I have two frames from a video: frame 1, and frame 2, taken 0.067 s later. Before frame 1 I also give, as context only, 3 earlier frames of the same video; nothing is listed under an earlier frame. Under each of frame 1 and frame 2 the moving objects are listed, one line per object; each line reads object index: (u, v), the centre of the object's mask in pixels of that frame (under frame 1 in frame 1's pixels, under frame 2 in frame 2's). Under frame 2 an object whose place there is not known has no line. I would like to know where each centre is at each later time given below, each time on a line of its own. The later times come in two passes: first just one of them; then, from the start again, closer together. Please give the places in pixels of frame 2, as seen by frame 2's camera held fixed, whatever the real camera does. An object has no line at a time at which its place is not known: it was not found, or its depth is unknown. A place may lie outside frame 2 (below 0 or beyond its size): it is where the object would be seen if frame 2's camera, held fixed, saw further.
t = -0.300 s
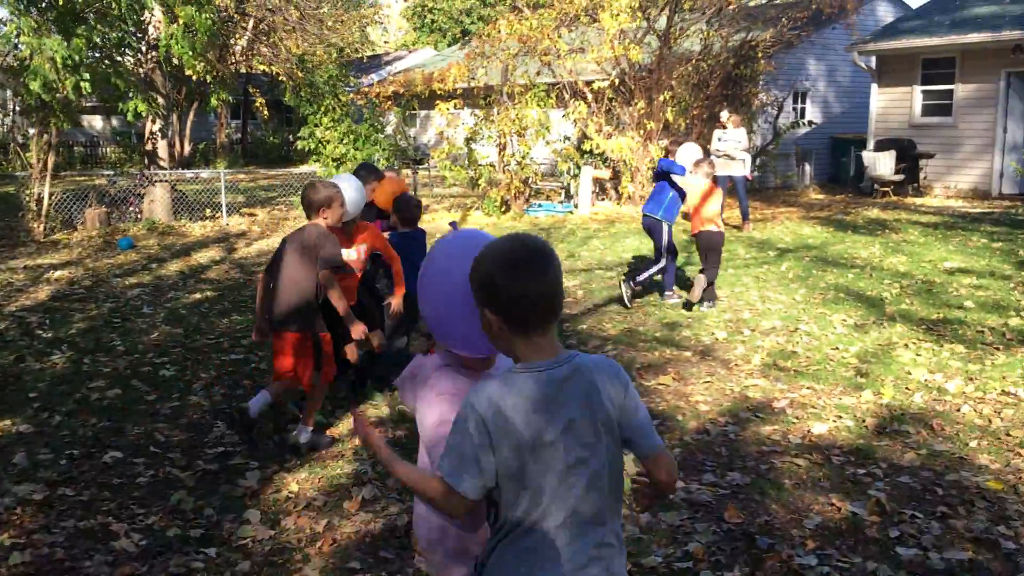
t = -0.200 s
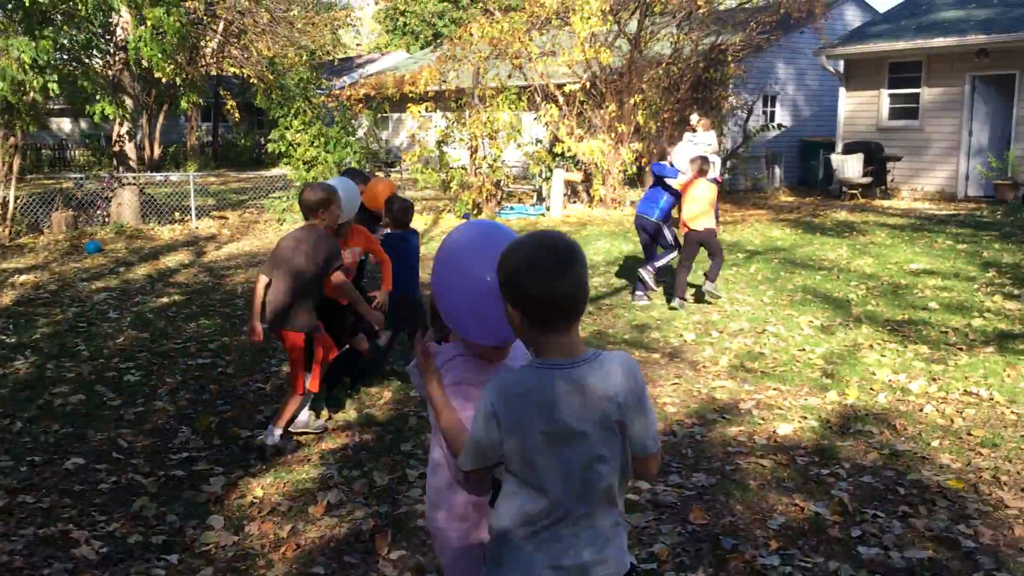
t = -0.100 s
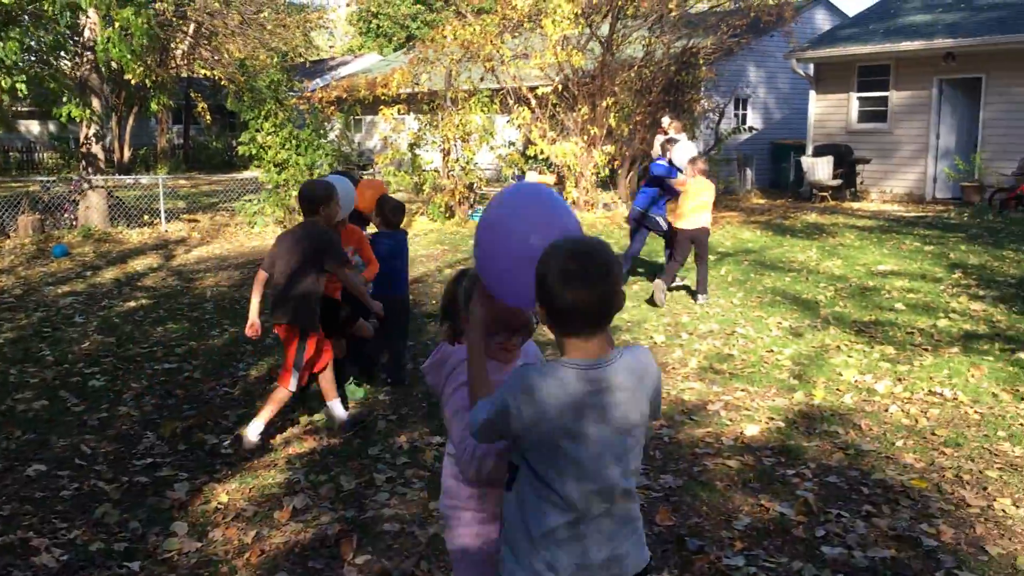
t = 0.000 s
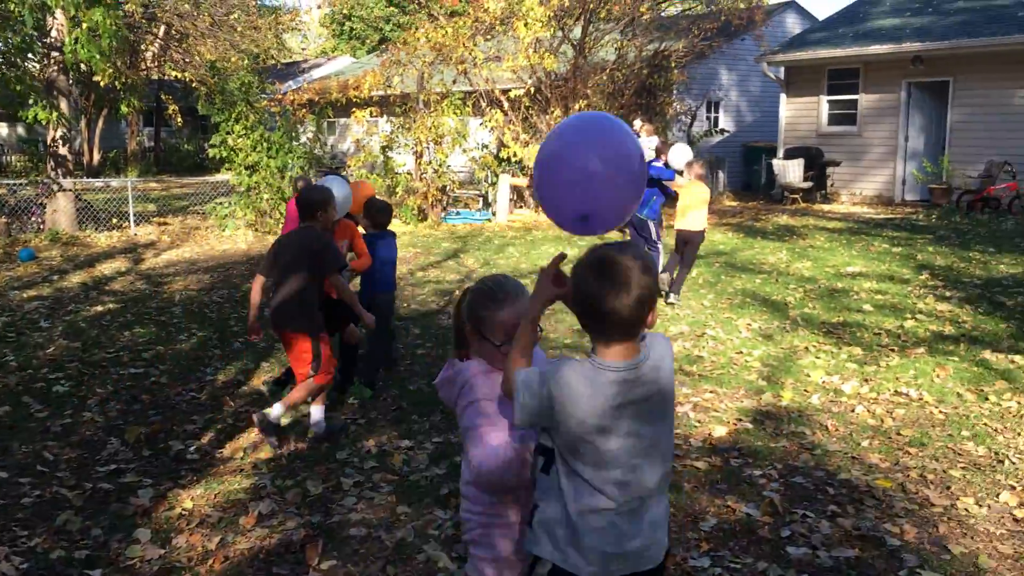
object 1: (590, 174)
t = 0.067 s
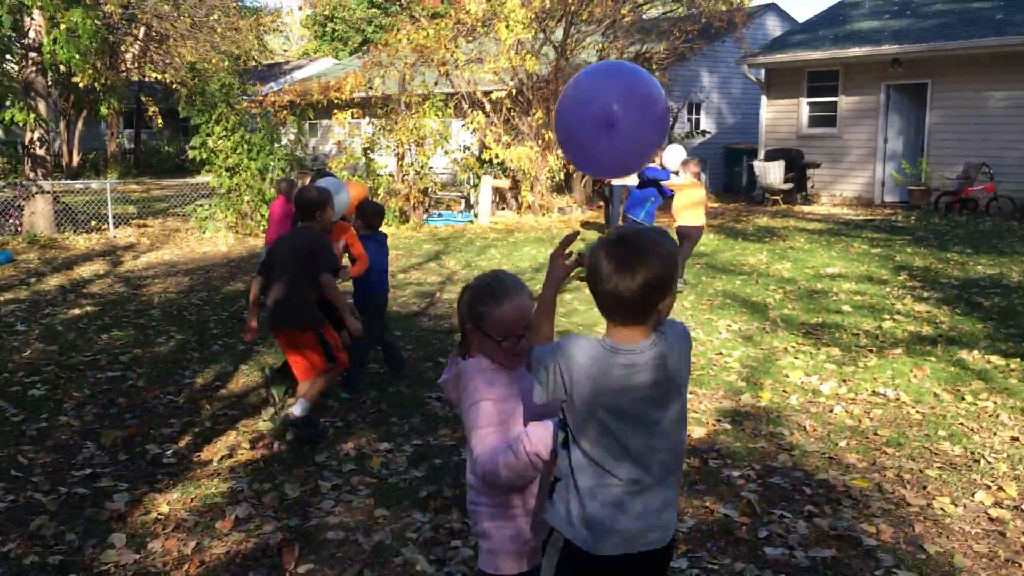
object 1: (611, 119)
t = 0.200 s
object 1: (664, 39)
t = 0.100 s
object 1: (630, 92)
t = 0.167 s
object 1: (655, 50)
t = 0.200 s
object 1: (664, 39)
